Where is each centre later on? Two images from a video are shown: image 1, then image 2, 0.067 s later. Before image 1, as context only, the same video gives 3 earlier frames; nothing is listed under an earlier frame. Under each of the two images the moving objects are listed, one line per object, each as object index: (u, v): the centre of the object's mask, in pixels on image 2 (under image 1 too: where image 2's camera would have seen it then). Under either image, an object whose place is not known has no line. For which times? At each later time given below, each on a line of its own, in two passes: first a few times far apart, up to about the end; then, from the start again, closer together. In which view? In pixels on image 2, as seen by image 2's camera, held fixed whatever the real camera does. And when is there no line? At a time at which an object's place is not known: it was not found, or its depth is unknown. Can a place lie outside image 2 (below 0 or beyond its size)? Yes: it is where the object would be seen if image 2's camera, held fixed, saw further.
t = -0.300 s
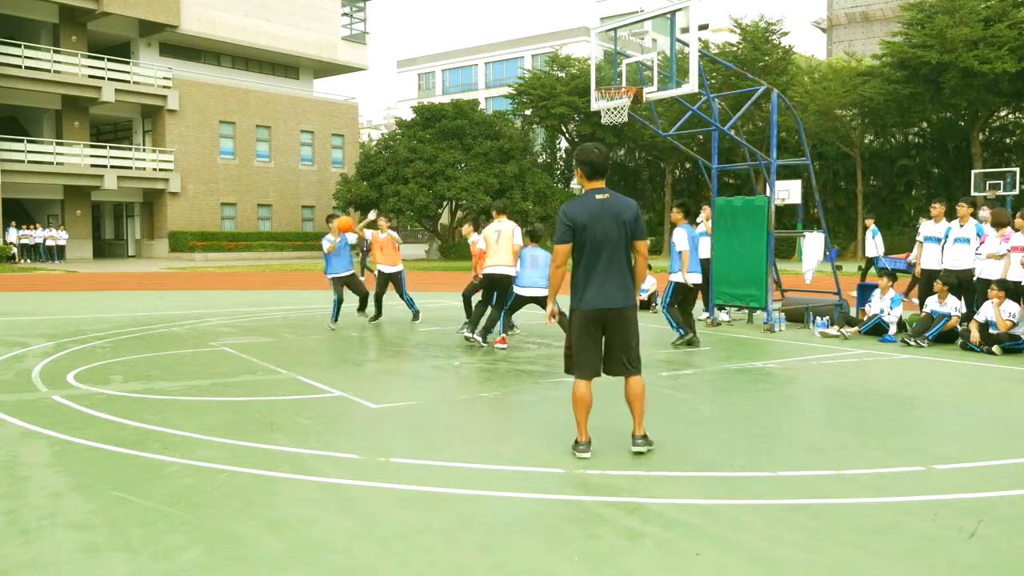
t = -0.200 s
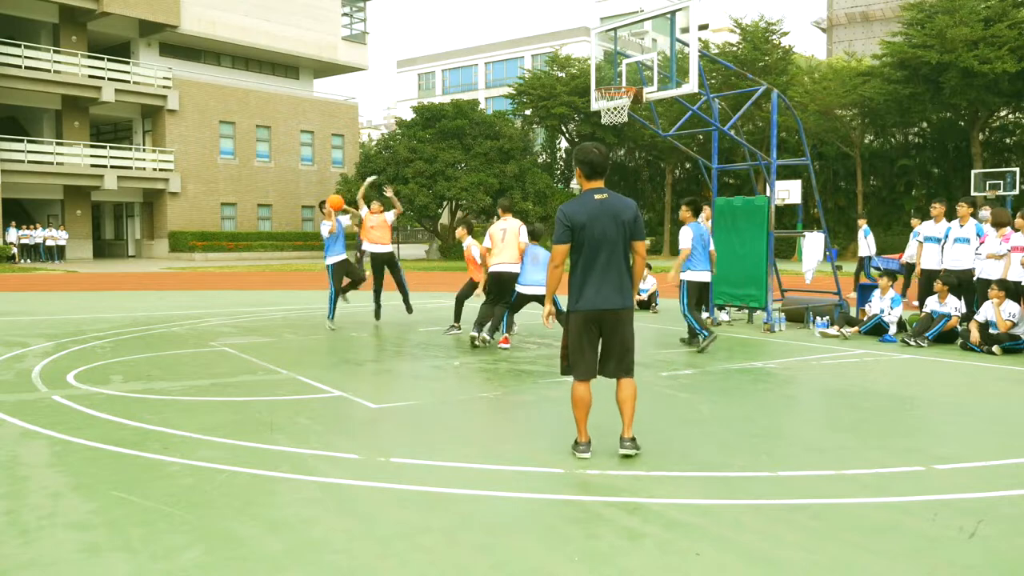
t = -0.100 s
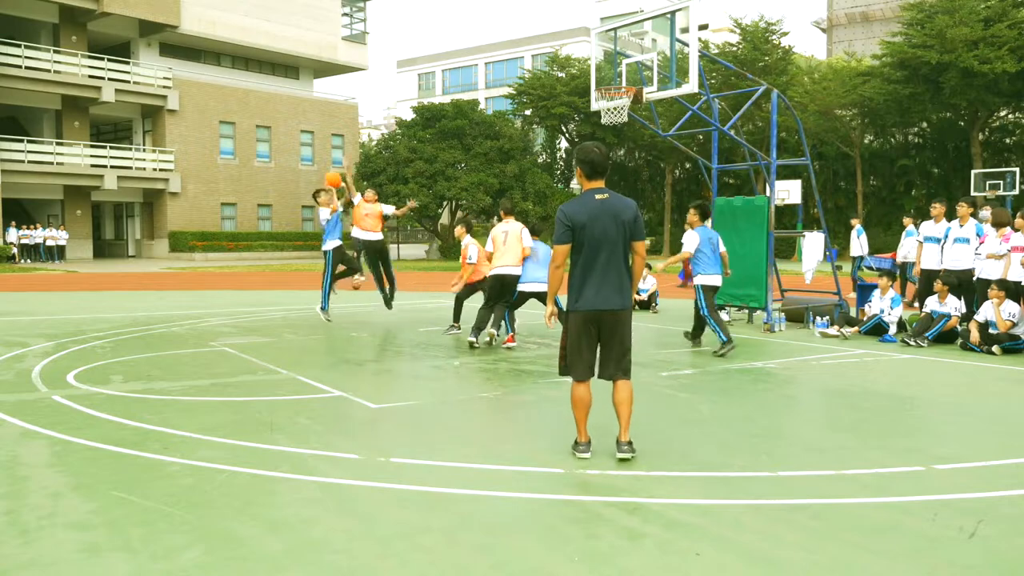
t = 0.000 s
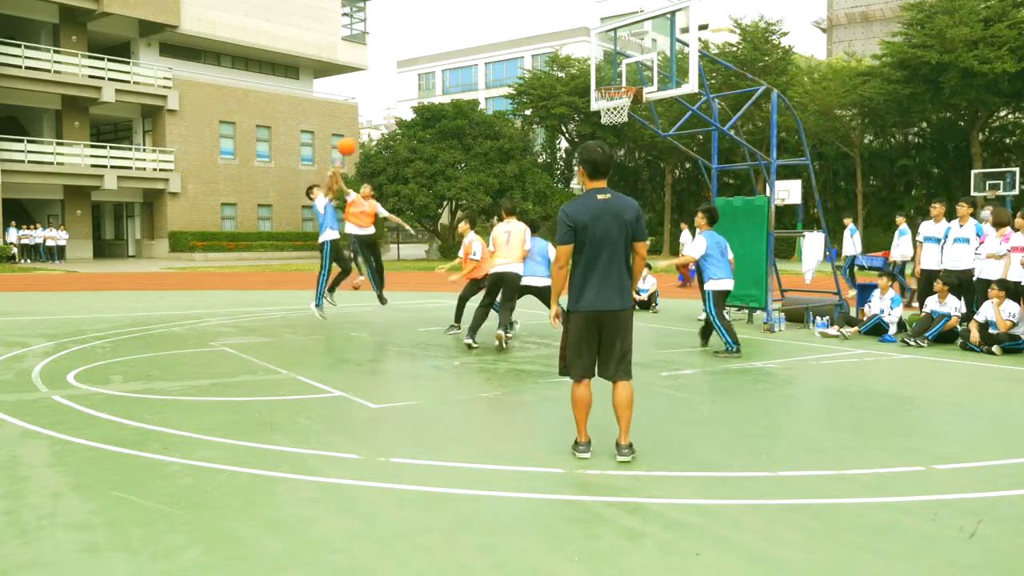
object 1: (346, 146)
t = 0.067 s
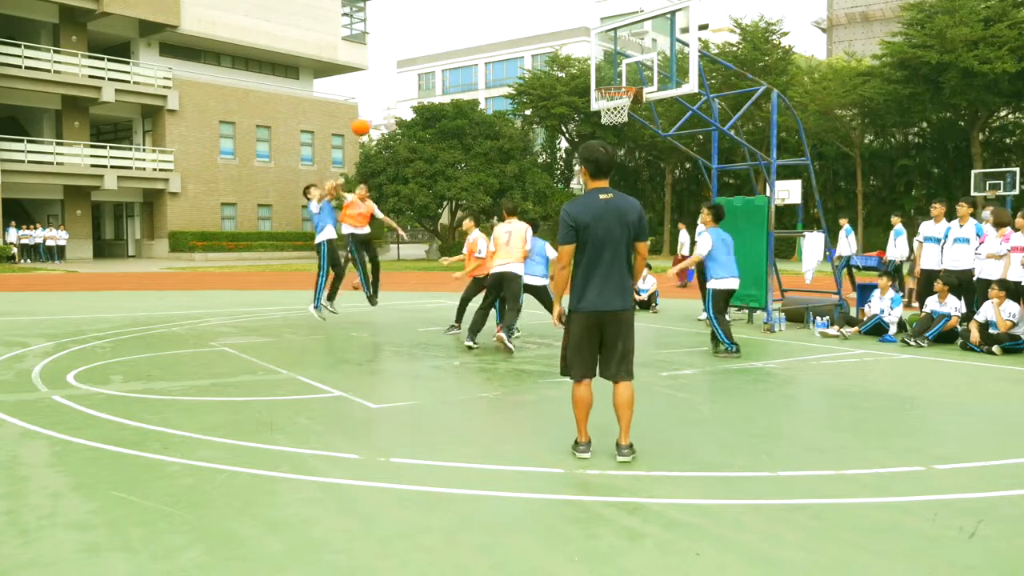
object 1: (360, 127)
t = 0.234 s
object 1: (399, 91)
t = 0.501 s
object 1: (465, 75)
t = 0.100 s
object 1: (368, 119)
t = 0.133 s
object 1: (376, 110)
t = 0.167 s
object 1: (383, 103)
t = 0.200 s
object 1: (391, 97)
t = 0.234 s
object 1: (399, 91)
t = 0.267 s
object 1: (407, 86)
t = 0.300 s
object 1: (416, 82)
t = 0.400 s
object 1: (440, 75)
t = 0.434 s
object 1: (448, 74)
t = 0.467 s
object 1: (457, 74)
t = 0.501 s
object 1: (465, 75)
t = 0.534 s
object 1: (474, 77)
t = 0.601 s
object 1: (492, 85)
